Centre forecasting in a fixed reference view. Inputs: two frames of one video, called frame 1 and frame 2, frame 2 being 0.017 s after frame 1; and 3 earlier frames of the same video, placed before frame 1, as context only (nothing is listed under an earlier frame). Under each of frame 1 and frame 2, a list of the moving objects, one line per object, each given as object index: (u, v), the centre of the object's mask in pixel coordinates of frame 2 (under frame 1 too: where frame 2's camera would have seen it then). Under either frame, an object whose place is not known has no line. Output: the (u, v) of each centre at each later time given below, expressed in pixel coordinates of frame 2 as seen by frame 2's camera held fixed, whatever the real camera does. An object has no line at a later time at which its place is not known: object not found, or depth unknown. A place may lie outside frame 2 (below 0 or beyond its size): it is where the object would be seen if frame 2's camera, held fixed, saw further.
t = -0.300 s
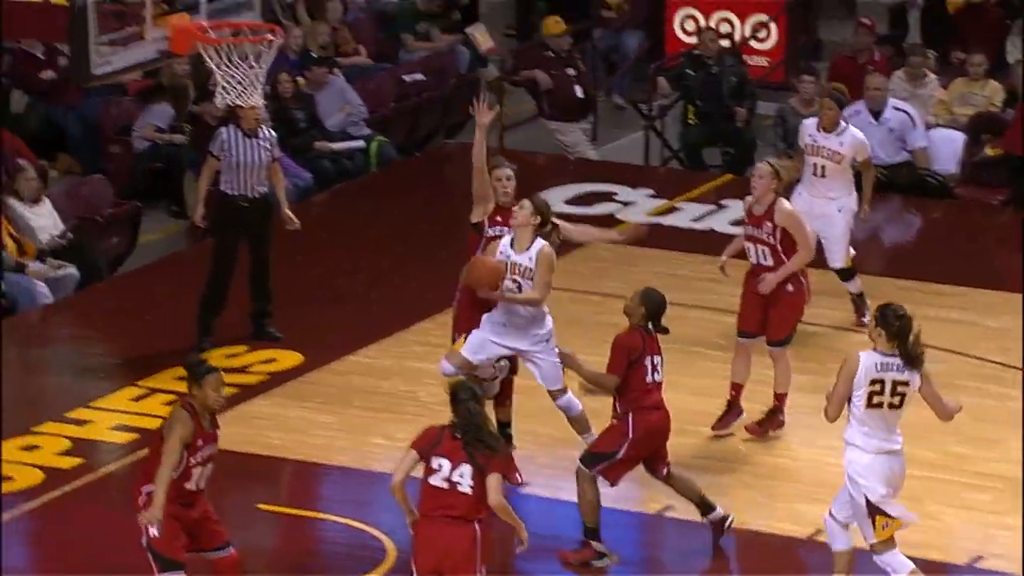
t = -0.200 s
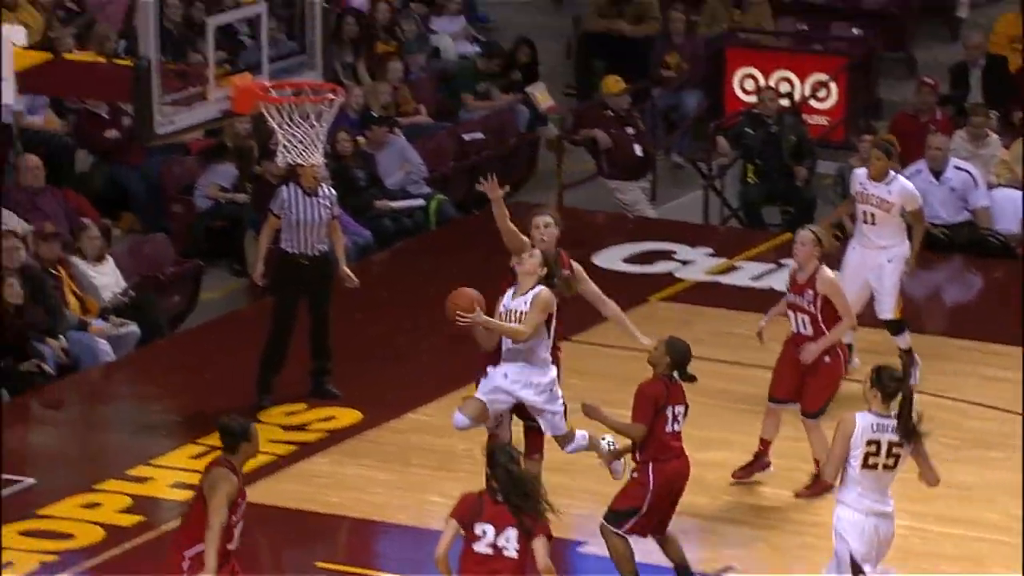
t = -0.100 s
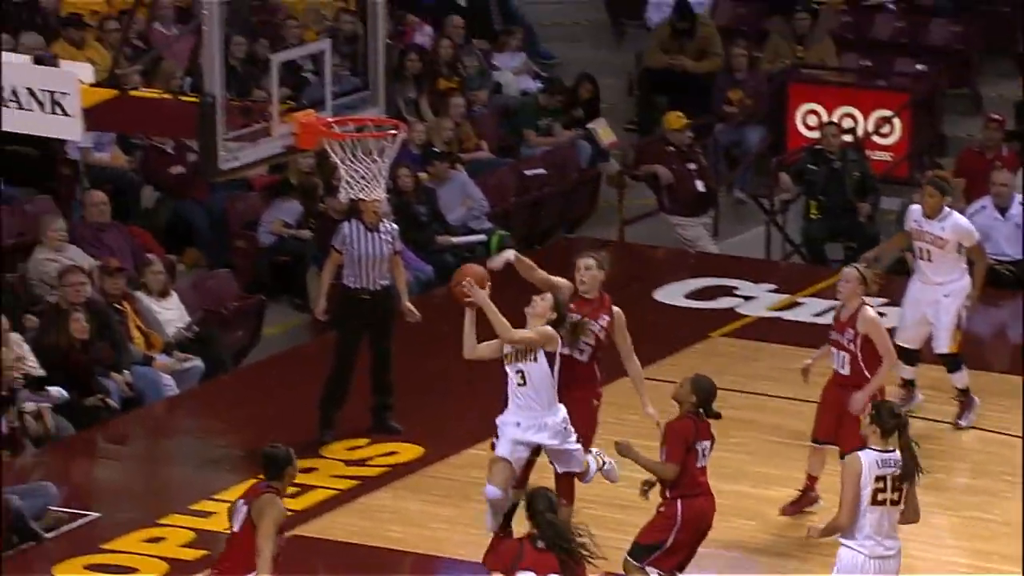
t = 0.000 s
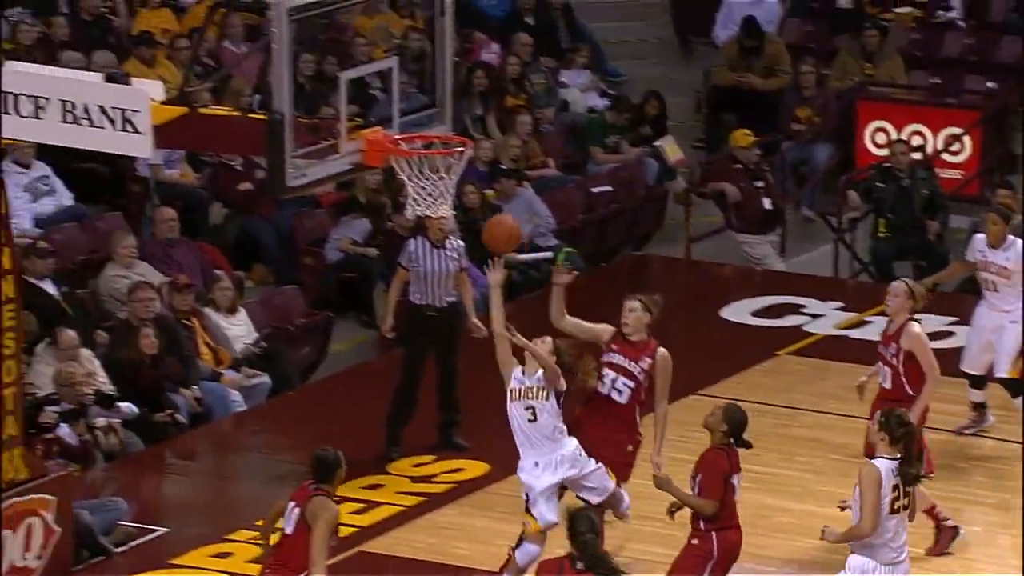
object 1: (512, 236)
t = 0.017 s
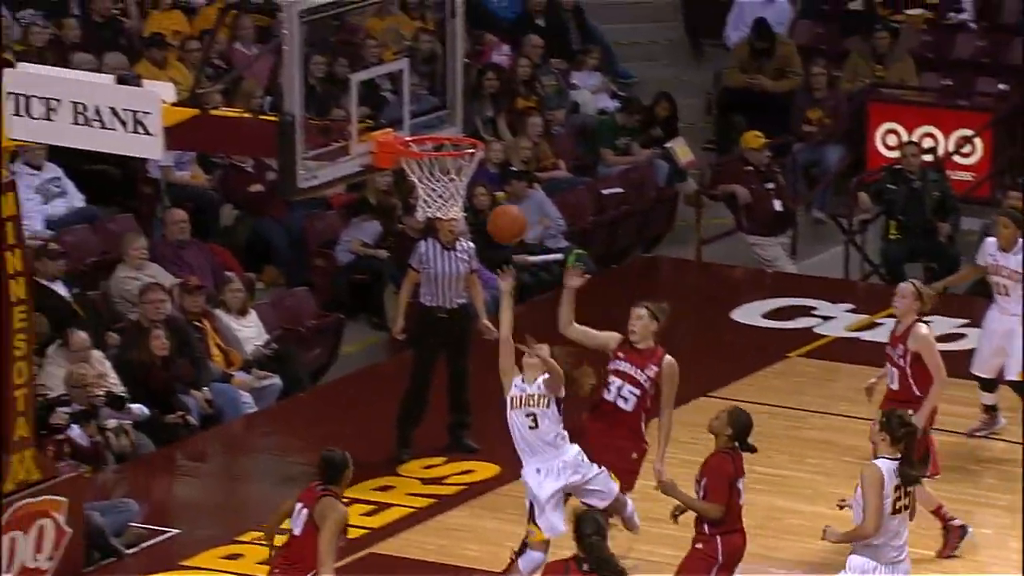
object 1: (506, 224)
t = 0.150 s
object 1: (466, 132)
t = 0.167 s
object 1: (459, 130)
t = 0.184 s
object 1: (453, 126)
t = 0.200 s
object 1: (448, 123)
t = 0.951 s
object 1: (396, 303)
